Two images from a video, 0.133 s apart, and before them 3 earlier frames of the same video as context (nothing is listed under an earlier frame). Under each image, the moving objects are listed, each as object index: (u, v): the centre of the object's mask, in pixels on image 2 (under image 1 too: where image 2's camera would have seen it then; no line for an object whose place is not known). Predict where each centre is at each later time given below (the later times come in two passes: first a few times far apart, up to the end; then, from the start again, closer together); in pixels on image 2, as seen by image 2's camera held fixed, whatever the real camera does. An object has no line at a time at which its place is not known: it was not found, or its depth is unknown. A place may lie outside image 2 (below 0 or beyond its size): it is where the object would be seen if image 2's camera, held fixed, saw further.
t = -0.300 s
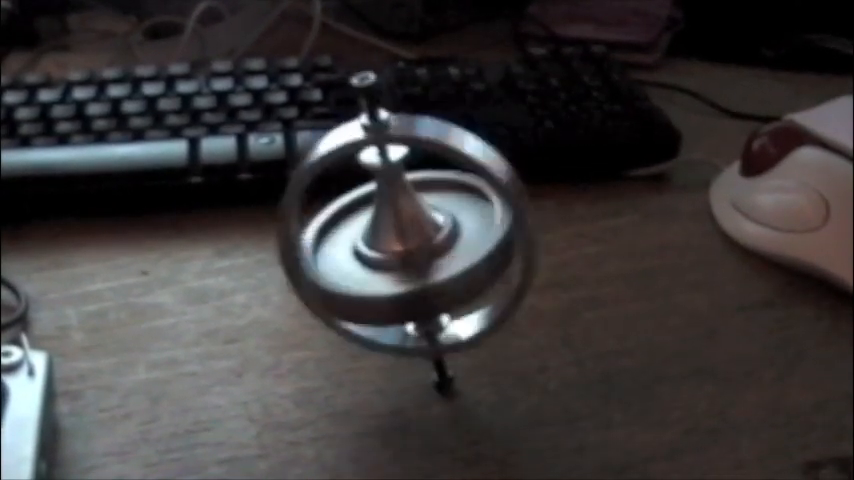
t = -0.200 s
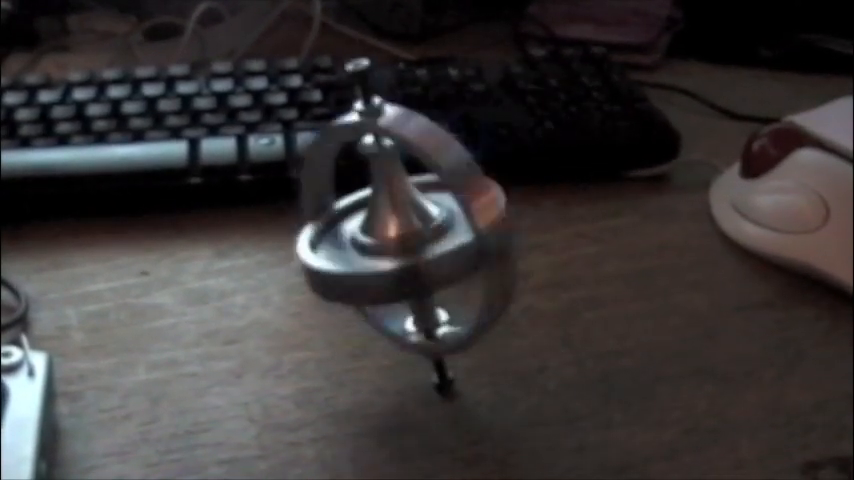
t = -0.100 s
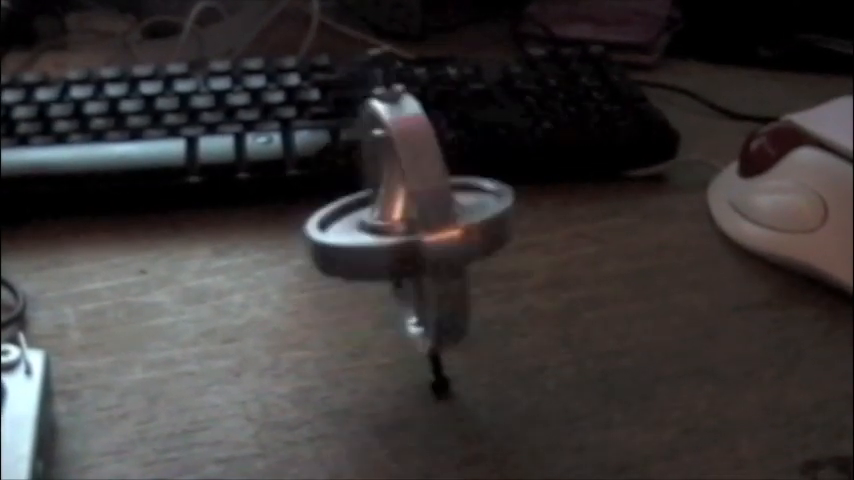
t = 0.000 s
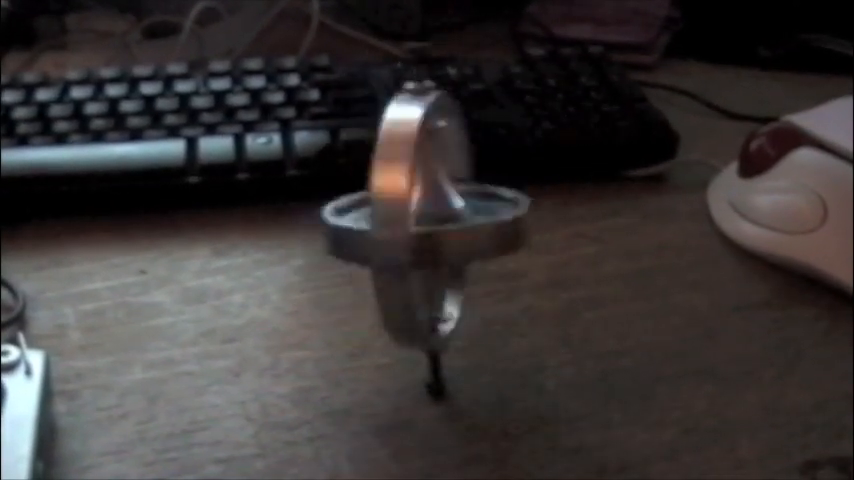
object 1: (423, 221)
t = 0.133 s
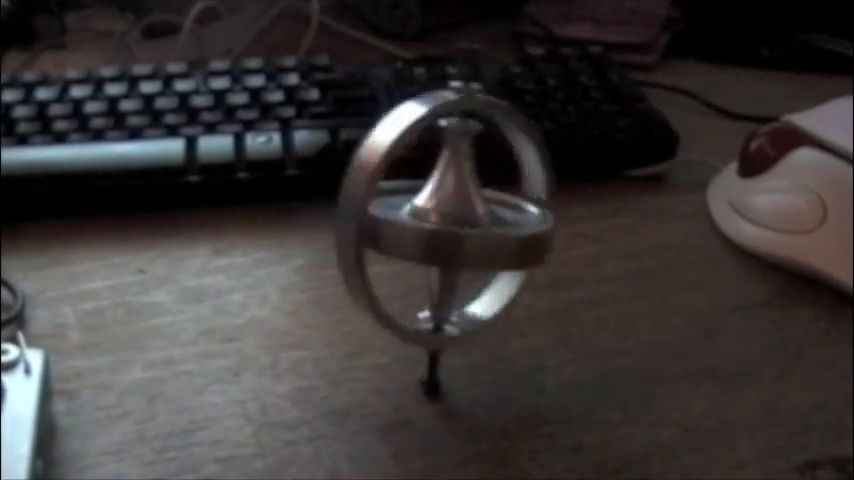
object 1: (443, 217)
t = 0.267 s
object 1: (468, 225)
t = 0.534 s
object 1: (454, 253)
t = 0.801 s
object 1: (406, 234)
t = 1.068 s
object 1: (414, 220)
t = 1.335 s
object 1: (457, 221)
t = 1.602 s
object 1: (464, 244)
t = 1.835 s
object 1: (414, 241)
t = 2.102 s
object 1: (404, 224)
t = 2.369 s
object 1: (441, 217)
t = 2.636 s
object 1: (476, 234)
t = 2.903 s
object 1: (425, 247)
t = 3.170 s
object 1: (402, 225)
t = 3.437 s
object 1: (436, 216)
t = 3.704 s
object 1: (477, 231)
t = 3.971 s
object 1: (434, 250)
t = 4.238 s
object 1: (404, 228)
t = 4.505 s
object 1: (434, 218)
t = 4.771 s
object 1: (476, 228)
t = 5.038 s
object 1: (439, 250)
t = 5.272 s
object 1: (407, 229)
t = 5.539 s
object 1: (425, 220)
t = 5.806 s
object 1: (471, 223)
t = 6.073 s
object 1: (448, 250)
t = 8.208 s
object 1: (449, 254)
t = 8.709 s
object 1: (420, 220)
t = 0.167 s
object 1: (451, 216)
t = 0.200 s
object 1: (457, 219)
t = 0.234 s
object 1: (464, 222)
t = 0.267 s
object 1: (468, 225)
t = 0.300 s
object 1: (472, 226)
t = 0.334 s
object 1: (475, 229)
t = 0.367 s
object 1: (477, 233)
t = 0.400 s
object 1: (474, 236)
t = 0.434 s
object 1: (469, 239)
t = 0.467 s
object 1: (464, 244)
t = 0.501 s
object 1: (460, 250)
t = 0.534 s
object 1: (454, 253)
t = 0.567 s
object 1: (449, 254)
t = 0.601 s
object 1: (444, 254)
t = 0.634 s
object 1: (435, 252)
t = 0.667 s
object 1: (425, 250)
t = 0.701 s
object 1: (417, 245)
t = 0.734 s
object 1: (411, 239)
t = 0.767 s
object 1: (407, 237)
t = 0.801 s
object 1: (406, 234)
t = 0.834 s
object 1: (405, 233)
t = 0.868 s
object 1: (405, 230)
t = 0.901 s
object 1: (404, 229)
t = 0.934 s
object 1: (403, 227)
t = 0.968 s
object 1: (403, 225)
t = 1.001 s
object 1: (406, 224)
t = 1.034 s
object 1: (410, 225)
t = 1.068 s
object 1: (414, 220)
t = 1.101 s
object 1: (419, 223)
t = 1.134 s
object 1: (423, 220)
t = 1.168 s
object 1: (428, 219)
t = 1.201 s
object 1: (434, 217)
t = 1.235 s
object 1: (440, 217)
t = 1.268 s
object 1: (443, 218)
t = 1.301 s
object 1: (451, 217)
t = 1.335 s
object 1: (457, 221)
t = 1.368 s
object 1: (465, 223)
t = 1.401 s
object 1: (469, 224)
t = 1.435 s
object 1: (473, 226)
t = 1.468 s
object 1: (476, 229)
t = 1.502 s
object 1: (478, 232)
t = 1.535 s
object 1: (474, 236)
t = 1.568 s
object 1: (469, 239)
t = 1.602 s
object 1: (464, 244)
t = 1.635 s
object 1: (459, 250)
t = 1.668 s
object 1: (455, 250)
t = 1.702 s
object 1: (448, 253)
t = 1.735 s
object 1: (441, 251)
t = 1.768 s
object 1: (433, 249)
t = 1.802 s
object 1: (424, 245)
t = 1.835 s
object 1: (414, 241)
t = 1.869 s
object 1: (410, 238)
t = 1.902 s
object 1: (407, 235)
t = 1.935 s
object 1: (405, 234)
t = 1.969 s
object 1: (404, 231)
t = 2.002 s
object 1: (404, 229)
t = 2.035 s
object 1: (402, 227)
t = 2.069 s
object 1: (402, 227)
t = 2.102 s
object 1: (404, 224)
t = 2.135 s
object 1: (409, 226)
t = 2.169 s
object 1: (414, 224)
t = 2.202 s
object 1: (416, 218)
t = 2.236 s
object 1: (421, 221)
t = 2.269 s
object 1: (426, 219)
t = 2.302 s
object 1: (430, 218)
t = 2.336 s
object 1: (435, 217)
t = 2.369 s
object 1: (441, 217)
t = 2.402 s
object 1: (447, 217)
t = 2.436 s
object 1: (455, 219)
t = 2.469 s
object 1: (462, 221)
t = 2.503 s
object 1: (468, 224)
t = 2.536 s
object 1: (472, 227)
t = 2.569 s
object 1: (476, 227)
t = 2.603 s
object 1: (478, 231)
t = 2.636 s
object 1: (476, 234)
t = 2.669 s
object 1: (471, 237)
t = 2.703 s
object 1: (466, 243)
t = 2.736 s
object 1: (461, 248)
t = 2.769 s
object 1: (456, 251)
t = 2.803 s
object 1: (449, 252)
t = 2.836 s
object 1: (443, 252)
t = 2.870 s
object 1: (435, 249)
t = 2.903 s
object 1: (425, 247)
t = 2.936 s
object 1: (416, 244)
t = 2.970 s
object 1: (411, 239)
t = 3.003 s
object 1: (409, 236)
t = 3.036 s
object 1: (407, 234)
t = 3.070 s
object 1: (405, 231)
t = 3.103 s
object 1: (404, 229)
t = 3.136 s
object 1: (403, 227)
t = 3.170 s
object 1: (402, 225)
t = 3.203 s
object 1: (404, 223)
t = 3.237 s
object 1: (408, 222)
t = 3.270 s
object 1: (412, 220)
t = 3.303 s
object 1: (417, 220)
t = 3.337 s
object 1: (421, 221)
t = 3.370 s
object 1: (427, 219)
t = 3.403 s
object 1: (432, 215)
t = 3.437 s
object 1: (436, 216)
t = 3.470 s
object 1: (441, 215)
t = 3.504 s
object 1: (446, 216)
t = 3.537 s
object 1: (455, 218)
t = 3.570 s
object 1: (461, 221)
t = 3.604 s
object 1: (466, 224)
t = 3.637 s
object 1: (472, 225)
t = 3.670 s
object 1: (474, 227)
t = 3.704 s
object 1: (477, 231)
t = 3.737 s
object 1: (477, 234)
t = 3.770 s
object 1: (471, 236)
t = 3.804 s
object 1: (466, 242)
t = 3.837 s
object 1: (460, 248)
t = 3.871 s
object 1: (456, 252)
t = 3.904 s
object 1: (449, 253)
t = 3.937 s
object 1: (441, 252)
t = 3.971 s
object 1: (434, 250)
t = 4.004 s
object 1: (424, 247)
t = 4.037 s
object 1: (415, 242)
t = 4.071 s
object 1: (410, 238)
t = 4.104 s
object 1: (408, 235)
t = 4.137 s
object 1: (406, 233)
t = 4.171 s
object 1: (406, 231)
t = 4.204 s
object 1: (405, 229)
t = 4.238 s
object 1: (404, 228)
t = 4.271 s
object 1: (403, 227)
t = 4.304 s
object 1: (405, 225)
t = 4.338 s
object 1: (409, 223)
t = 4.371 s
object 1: (413, 222)
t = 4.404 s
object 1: (418, 223)
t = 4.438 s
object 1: (423, 221)
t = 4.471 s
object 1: (429, 218)
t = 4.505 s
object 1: (434, 218)
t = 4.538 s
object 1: (438, 216)
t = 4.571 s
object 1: (442, 216)
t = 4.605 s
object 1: (449, 216)
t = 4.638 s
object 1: (455, 218)
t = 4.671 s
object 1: (462, 221)
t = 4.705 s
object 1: (468, 223)
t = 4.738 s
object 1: (473, 225)
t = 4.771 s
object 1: (476, 228)
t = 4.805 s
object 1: (477, 231)
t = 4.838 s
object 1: (474, 235)
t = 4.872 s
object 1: (469, 239)
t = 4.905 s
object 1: (463, 244)
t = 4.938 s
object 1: (457, 248)
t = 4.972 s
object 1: (453, 249)
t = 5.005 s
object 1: (445, 251)
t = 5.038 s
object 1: (439, 250)
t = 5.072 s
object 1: (432, 248)
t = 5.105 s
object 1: (423, 245)
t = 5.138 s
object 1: (415, 240)
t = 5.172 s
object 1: (410, 236)
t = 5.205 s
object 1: (408, 234)
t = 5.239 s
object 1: (407, 232)
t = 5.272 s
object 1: (407, 229)
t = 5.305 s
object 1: (407, 227)
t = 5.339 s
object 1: (405, 226)
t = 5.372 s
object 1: (404, 225)
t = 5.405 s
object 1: (406, 223)
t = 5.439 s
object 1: (410, 223)
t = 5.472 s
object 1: (415, 223)
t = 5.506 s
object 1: (420, 222)
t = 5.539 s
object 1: (425, 220)
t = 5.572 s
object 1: (431, 218)
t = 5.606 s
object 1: (436, 216)
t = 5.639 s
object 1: (440, 215)
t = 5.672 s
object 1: (445, 214)
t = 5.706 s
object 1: (453, 215)
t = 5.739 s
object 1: (459, 219)
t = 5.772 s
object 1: (464, 222)
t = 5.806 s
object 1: (471, 223)
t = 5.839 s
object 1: (474, 226)
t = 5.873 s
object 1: (477, 228)
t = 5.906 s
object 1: (476, 232)
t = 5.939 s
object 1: (471, 235)
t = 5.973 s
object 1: (466, 241)
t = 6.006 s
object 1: (459, 247)
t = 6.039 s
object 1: (455, 249)
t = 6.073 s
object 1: (448, 250)
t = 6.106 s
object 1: (441, 250)
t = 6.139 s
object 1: (434, 248)
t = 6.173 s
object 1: (427, 244)
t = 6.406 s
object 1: (406, 226)
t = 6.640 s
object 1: (431, 218)
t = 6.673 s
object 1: (436, 217)
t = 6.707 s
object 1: (441, 215)
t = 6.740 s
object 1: (445, 214)
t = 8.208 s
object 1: (449, 254)
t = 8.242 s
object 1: (441, 252)
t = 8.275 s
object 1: (431, 250)
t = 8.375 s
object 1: (411, 235)
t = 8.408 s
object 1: (410, 232)
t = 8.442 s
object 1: (410, 230)
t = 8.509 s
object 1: (412, 225)
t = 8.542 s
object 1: (412, 223)
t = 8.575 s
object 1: (412, 222)
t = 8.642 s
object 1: (413, 219)
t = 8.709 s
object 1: (420, 220)
